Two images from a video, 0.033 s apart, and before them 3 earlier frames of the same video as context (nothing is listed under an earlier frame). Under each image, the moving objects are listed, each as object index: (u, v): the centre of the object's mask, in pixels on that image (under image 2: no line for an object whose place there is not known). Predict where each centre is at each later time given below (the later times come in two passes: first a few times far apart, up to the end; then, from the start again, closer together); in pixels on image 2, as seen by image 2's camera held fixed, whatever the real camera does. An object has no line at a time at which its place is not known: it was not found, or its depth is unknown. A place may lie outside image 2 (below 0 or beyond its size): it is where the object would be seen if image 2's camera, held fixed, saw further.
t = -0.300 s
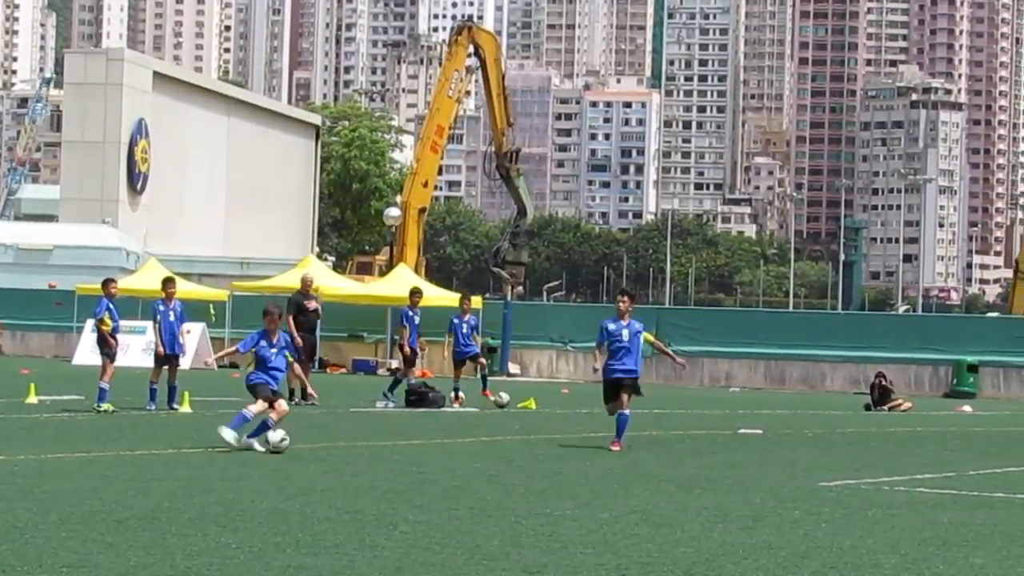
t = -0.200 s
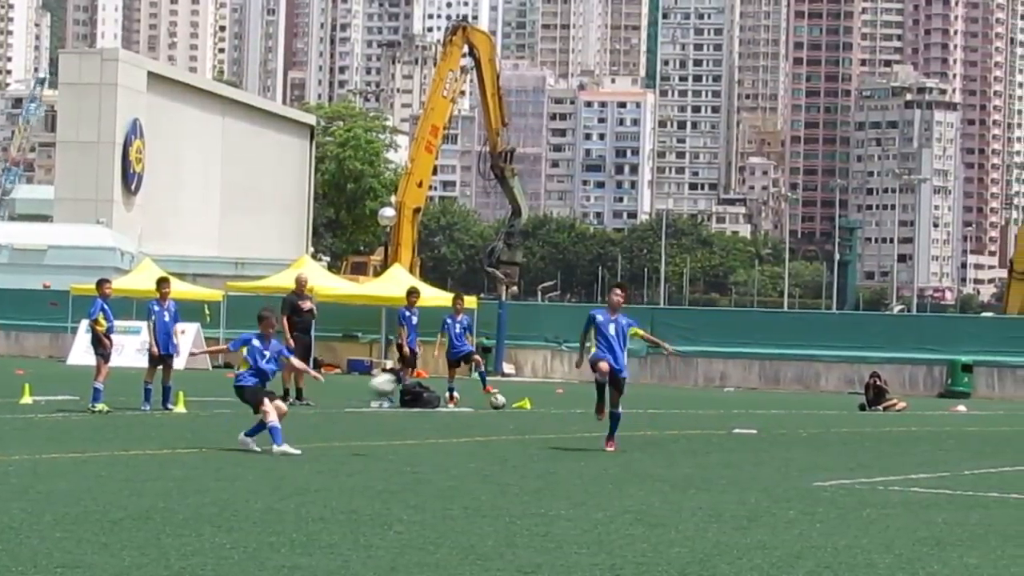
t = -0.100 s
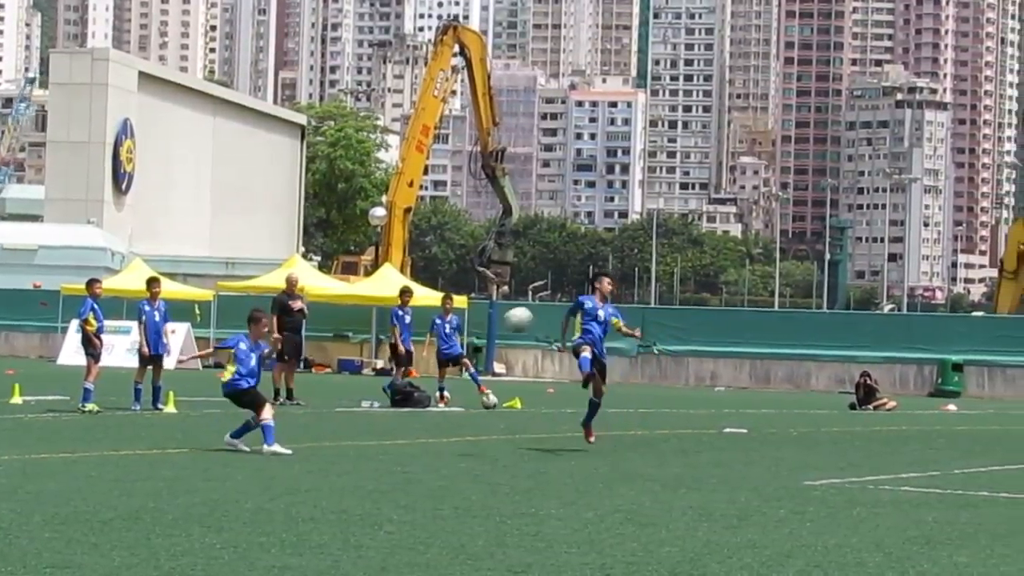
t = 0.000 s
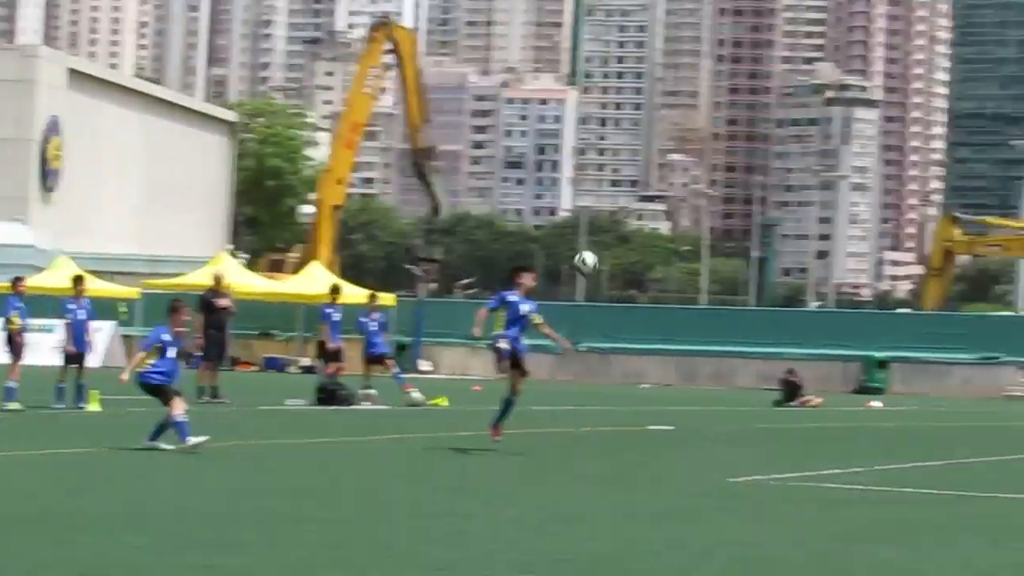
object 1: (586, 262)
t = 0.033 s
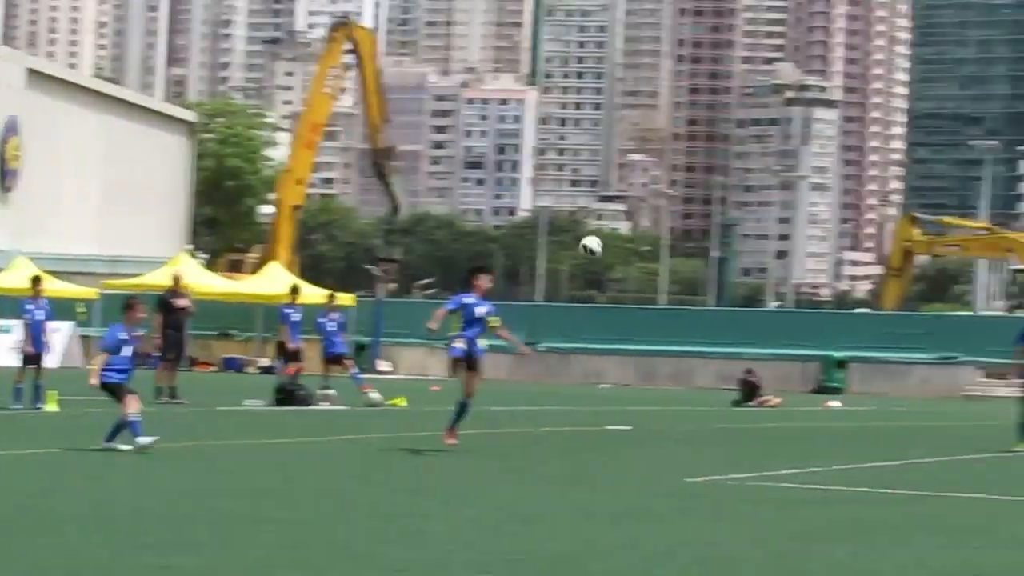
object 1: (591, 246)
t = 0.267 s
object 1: (891, 175)
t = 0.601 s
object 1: (1318, 164)
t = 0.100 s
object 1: (680, 219)
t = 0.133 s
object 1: (722, 209)
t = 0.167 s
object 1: (763, 198)
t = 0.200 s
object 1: (806, 190)
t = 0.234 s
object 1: (849, 180)
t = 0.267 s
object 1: (891, 175)
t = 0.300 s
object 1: (934, 168)
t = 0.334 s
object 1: (976, 164)
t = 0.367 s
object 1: (1018, 161)
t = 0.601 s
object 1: (1318, 164)
